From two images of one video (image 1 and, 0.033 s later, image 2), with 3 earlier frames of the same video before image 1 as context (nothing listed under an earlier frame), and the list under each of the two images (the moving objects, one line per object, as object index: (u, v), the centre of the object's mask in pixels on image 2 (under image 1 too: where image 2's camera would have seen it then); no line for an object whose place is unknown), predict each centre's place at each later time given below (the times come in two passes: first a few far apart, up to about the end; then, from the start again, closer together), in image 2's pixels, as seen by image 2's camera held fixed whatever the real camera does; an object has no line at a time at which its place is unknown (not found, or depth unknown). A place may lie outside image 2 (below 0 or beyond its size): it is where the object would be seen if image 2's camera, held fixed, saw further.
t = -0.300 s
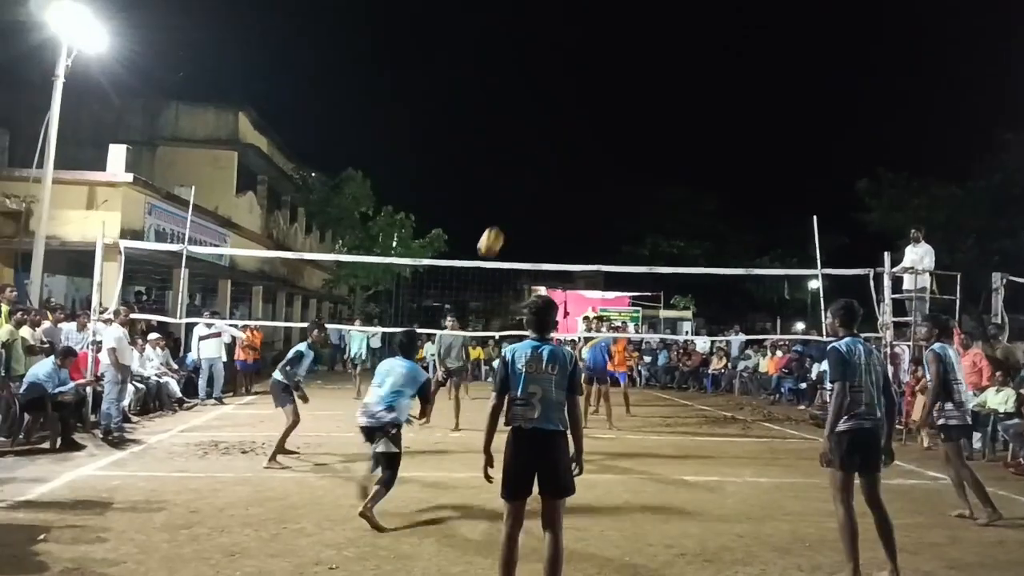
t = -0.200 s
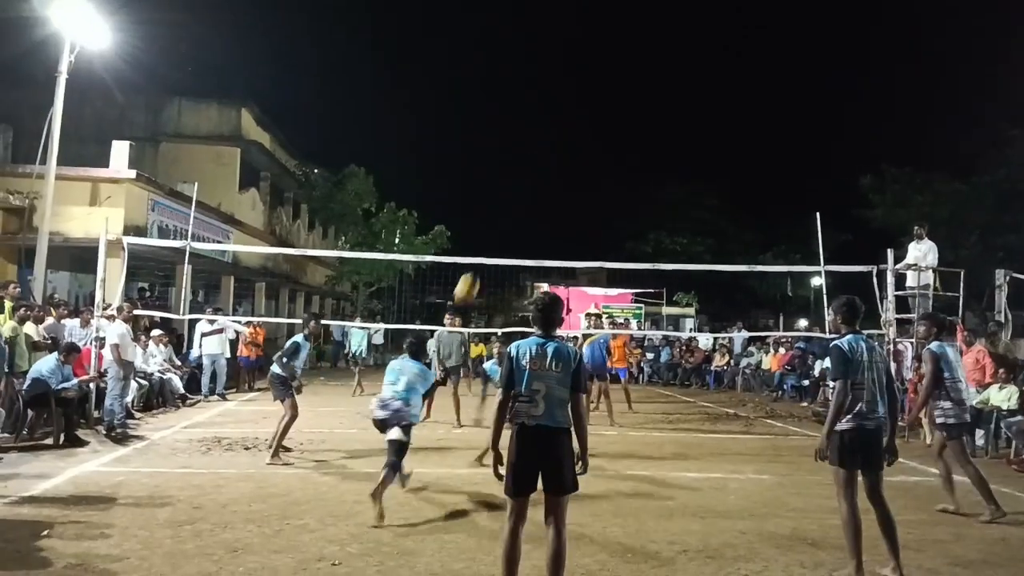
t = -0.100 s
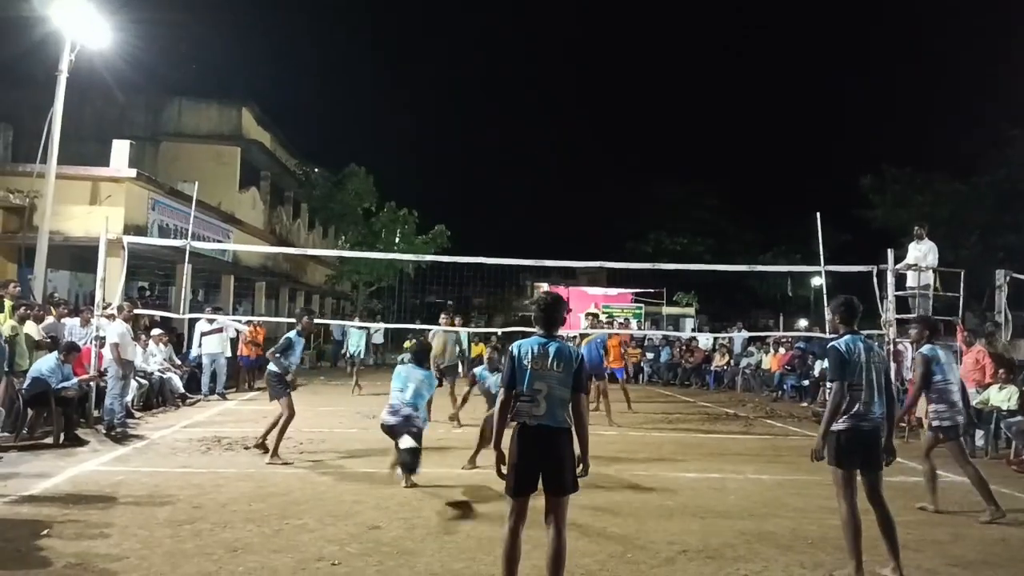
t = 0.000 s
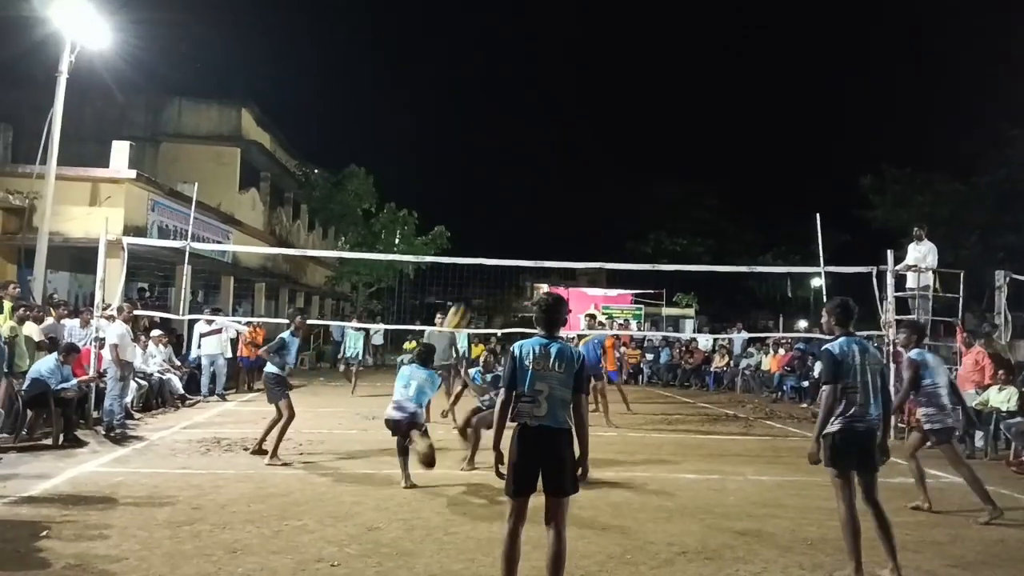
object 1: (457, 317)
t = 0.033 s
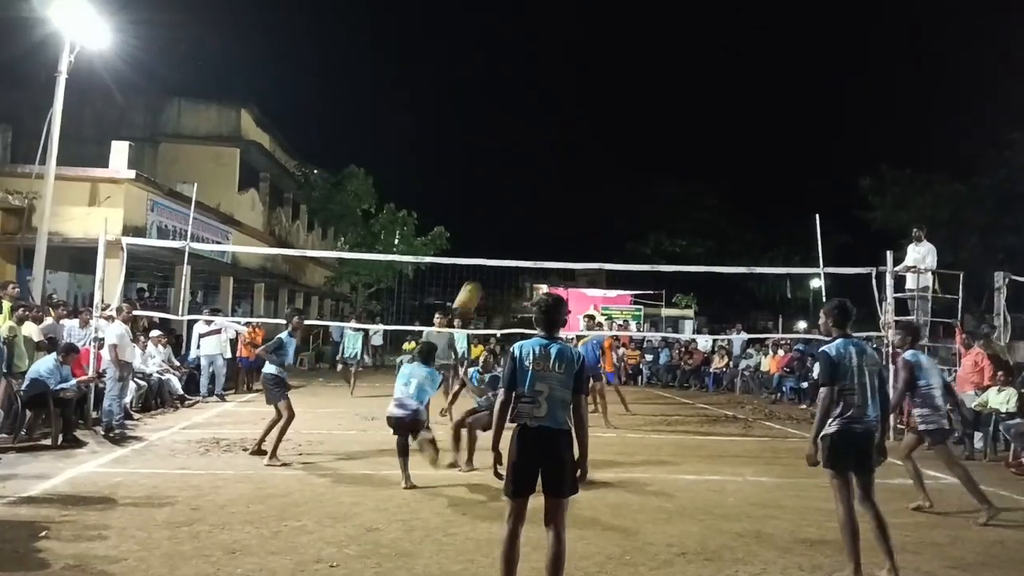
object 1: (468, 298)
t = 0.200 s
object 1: (526, 200)
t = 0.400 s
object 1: (593, 116)
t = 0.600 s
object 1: (657, 70)
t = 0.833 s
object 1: (726, 63)
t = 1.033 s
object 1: (783, 98)
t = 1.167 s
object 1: (819, 143)
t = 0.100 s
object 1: (491, 256)
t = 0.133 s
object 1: (503, 237)
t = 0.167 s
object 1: (515, 218)
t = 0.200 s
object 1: (526, 200)
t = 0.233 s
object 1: (538, 183)
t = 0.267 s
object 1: (549, 168)
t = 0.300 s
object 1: (560, 153)
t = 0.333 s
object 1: (571, 140)
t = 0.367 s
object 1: (583, 127)
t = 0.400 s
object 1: (593, 116)
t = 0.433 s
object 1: (604, 105)
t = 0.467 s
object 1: (615, 96)
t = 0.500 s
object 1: (625, 88)
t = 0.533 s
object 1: (636, 80)
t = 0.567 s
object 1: (646, 75)
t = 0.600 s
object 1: (657, 70)
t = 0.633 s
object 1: (667, 66)
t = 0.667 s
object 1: (677, 63)
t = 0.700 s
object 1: (687, 60)
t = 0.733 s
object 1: (697, 60)
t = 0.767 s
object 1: (707, 60)
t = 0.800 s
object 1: (716, 61)
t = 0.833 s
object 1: (726, 63)
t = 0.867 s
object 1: (736, 66)
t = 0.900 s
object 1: (745, 70)
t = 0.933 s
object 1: (755, 76)
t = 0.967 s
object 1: (764, 82)
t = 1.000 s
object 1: (774, 89)
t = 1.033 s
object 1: (783, 98)
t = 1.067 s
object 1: (792, 108)
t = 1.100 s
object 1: (801, 118)
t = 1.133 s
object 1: (810, 130)
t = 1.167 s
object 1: (819, 143)
